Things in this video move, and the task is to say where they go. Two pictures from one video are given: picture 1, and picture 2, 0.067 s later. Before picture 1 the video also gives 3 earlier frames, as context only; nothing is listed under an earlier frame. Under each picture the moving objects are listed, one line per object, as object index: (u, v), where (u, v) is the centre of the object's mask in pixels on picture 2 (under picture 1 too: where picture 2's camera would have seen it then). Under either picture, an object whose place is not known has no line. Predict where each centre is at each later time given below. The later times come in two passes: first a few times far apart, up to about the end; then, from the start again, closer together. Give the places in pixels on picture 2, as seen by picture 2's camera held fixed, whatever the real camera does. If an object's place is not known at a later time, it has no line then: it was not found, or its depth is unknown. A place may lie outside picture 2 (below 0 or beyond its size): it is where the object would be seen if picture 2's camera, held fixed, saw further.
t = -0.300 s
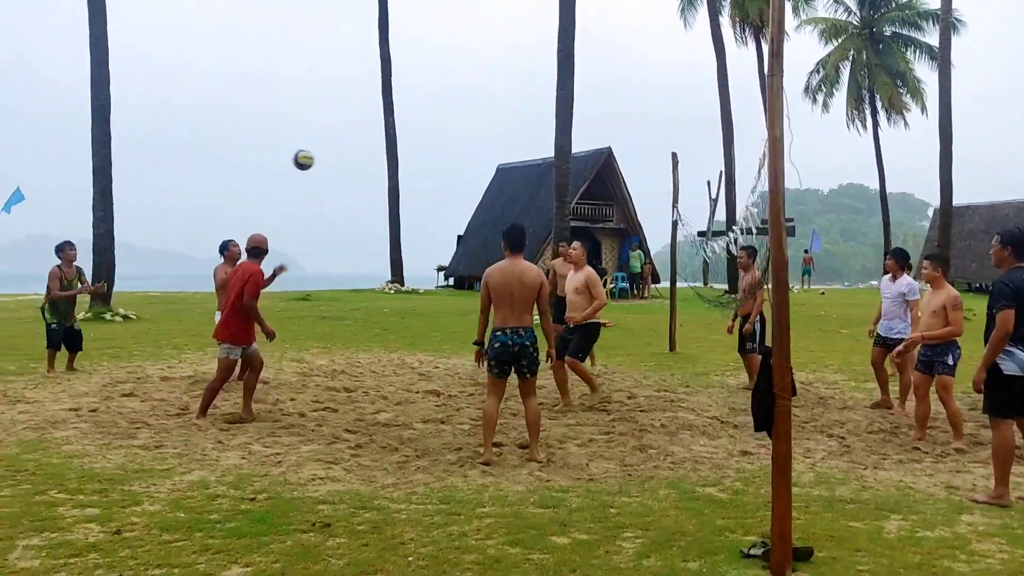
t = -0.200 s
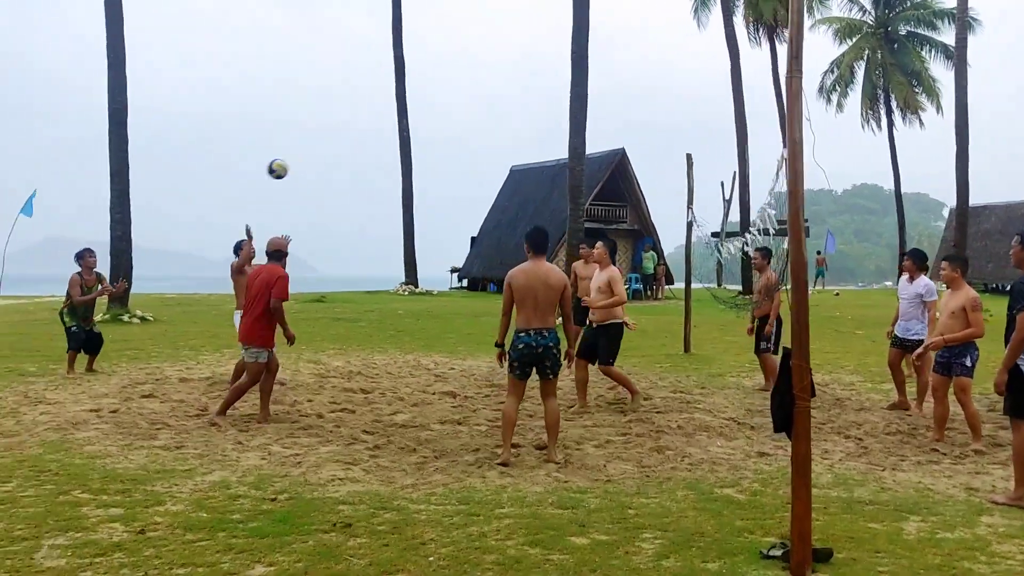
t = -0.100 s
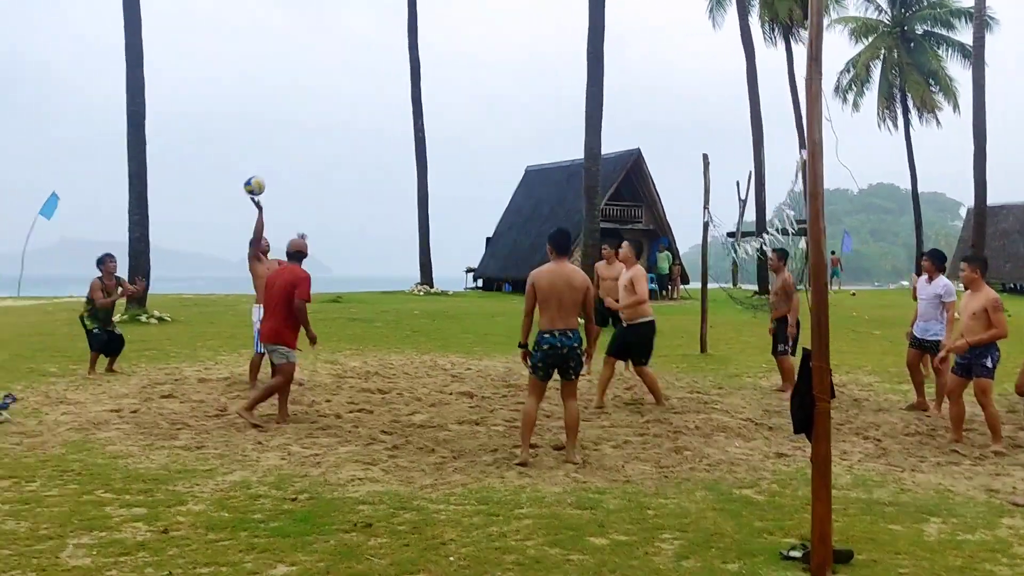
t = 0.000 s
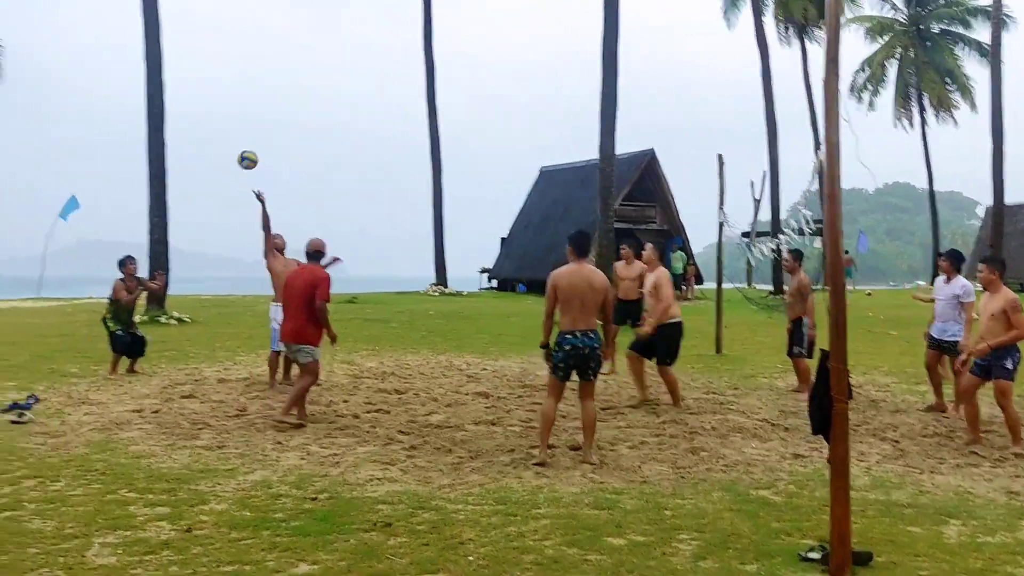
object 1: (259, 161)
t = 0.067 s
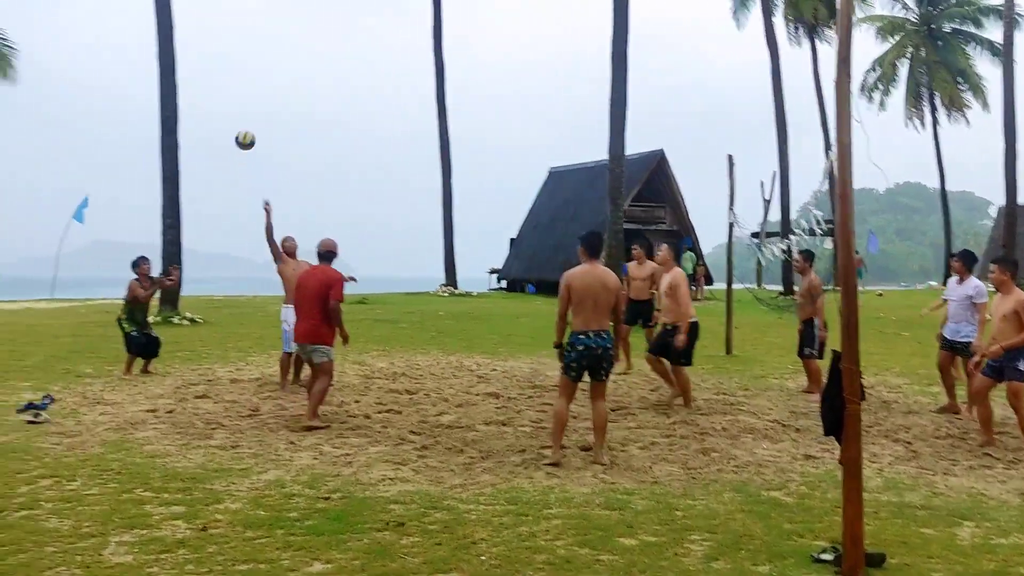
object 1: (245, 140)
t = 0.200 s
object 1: (217, 110)
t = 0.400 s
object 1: (176, 95)
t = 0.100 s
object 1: (238, 131)
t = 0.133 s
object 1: (231, 123)
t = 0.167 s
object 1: (224, 116)
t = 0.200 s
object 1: (217, 110)
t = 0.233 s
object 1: (210, 105)
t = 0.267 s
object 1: (203, 101)
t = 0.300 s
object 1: (197, 98)
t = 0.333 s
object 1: (190, 96)
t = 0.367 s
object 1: (182, 95)
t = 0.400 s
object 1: (176, 95)
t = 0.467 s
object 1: (163, 99)
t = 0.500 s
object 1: (156, 102)
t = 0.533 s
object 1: (149, 106)
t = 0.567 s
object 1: (143, 112)
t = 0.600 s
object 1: (136, 119)
